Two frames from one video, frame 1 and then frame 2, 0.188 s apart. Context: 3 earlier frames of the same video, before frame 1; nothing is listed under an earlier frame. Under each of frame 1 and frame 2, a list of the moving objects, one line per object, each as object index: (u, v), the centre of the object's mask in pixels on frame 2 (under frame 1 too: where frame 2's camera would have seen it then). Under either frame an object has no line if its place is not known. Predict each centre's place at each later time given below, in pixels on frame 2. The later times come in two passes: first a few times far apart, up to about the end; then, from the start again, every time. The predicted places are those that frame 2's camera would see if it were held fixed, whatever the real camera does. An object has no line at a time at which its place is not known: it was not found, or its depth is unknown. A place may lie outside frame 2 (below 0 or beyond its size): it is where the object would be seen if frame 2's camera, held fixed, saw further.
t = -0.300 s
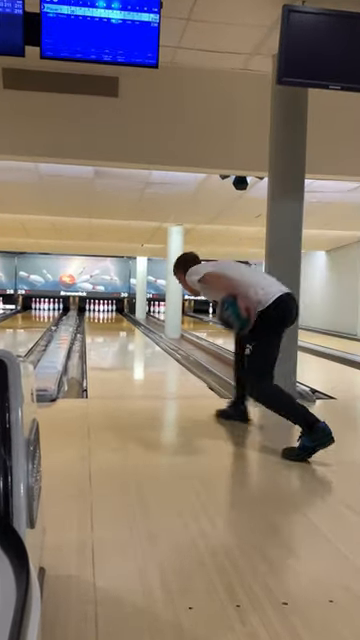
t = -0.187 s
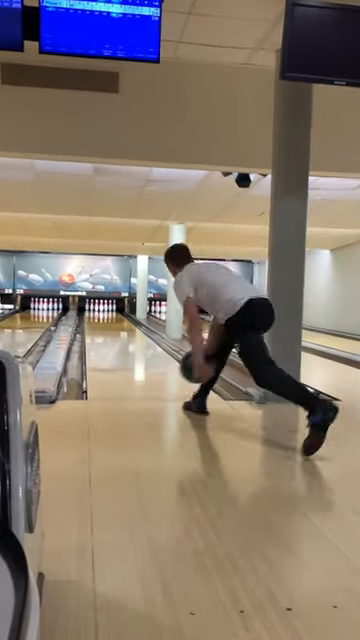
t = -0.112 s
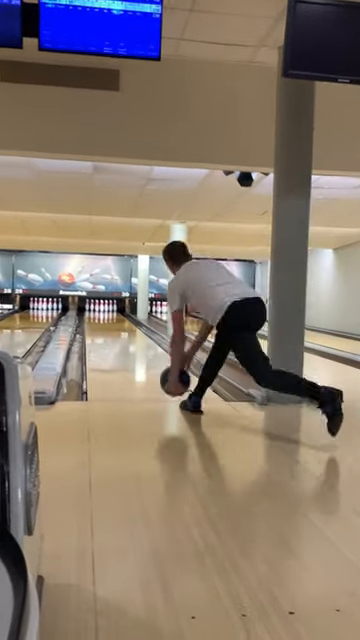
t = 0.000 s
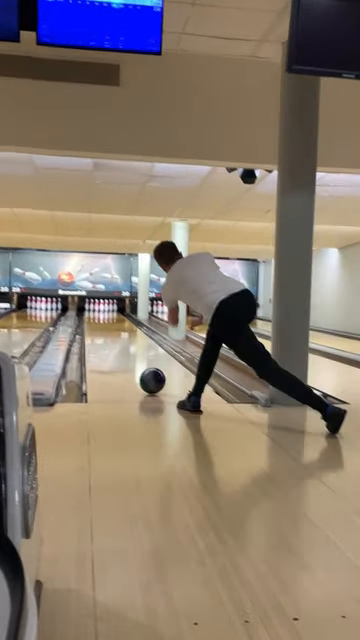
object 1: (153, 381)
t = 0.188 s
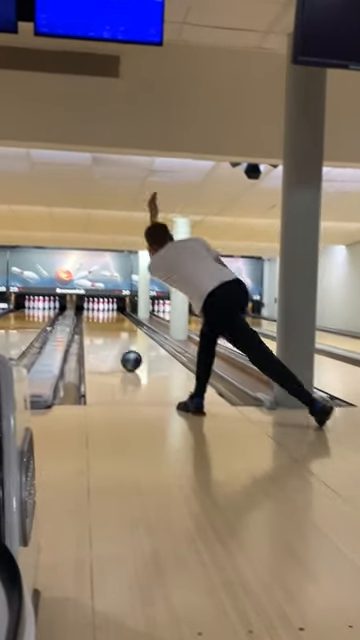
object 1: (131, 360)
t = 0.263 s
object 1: (125, 354)
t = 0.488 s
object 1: (111, 340)
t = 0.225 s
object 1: (128, 357)
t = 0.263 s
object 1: (125, 354)
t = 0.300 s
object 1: (123, 351)
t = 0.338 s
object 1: (120, 349)
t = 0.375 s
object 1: (118, 347)
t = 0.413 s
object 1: (116, 345)
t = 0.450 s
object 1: (113, 342)
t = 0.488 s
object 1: (111, 340)
